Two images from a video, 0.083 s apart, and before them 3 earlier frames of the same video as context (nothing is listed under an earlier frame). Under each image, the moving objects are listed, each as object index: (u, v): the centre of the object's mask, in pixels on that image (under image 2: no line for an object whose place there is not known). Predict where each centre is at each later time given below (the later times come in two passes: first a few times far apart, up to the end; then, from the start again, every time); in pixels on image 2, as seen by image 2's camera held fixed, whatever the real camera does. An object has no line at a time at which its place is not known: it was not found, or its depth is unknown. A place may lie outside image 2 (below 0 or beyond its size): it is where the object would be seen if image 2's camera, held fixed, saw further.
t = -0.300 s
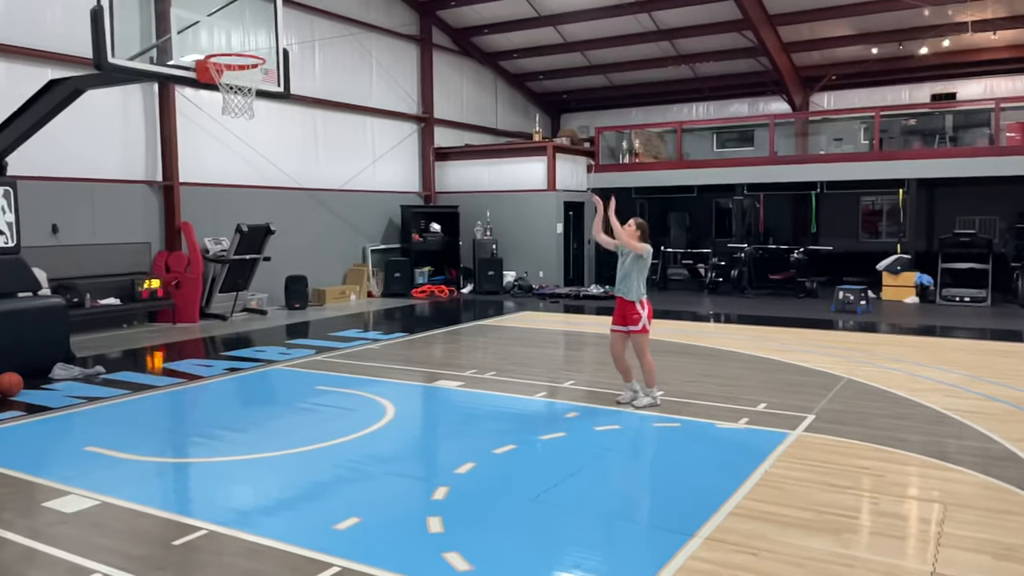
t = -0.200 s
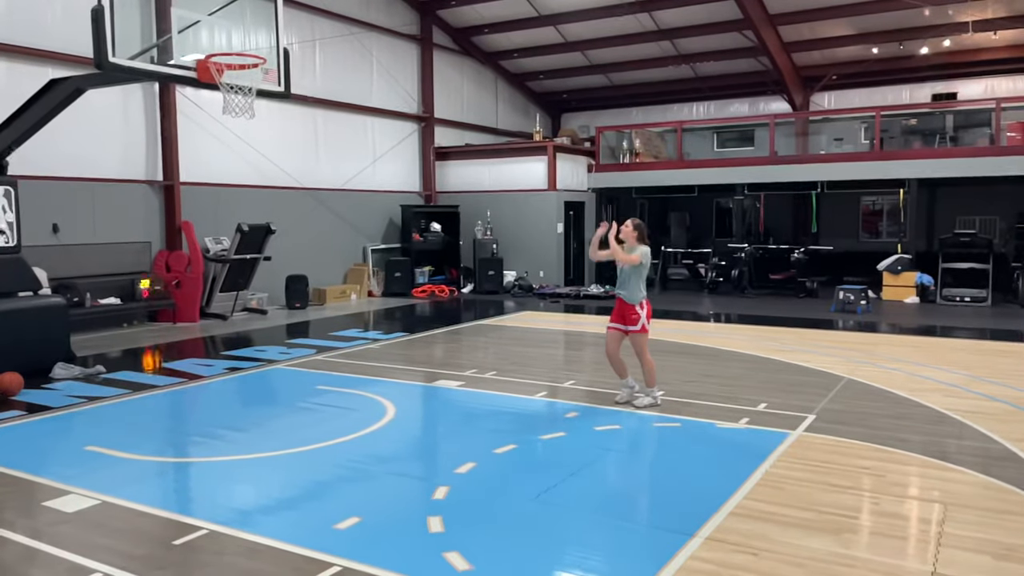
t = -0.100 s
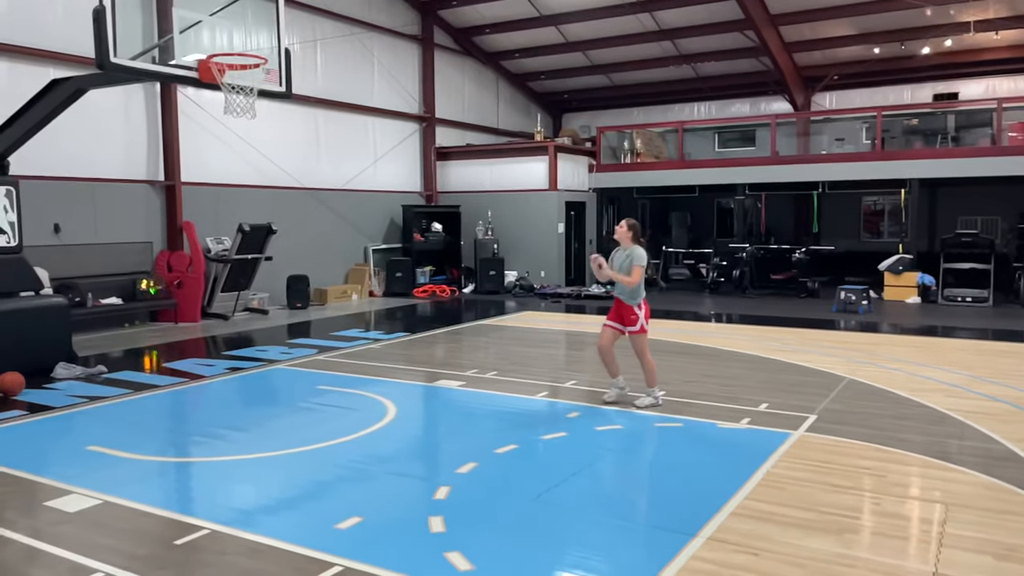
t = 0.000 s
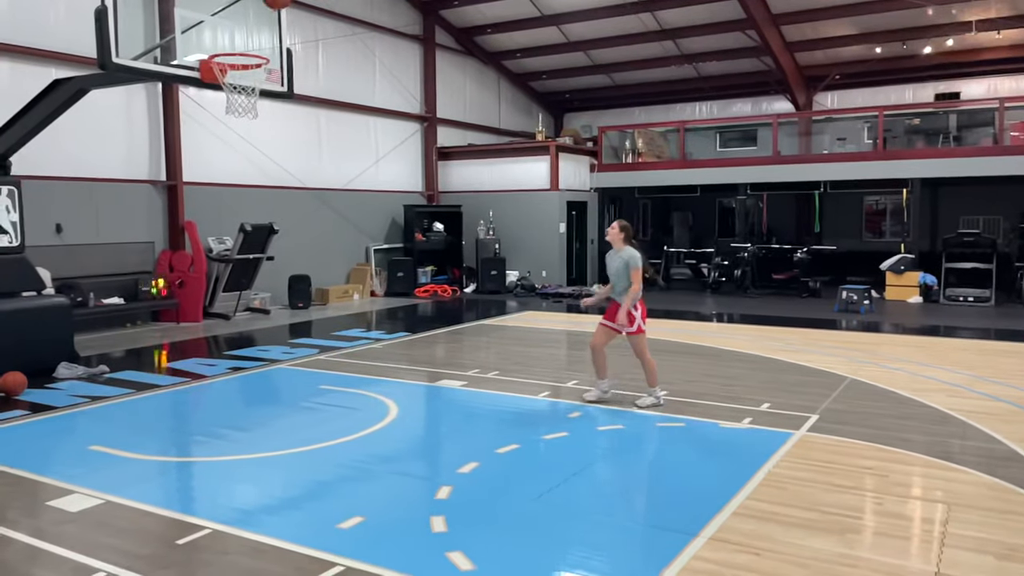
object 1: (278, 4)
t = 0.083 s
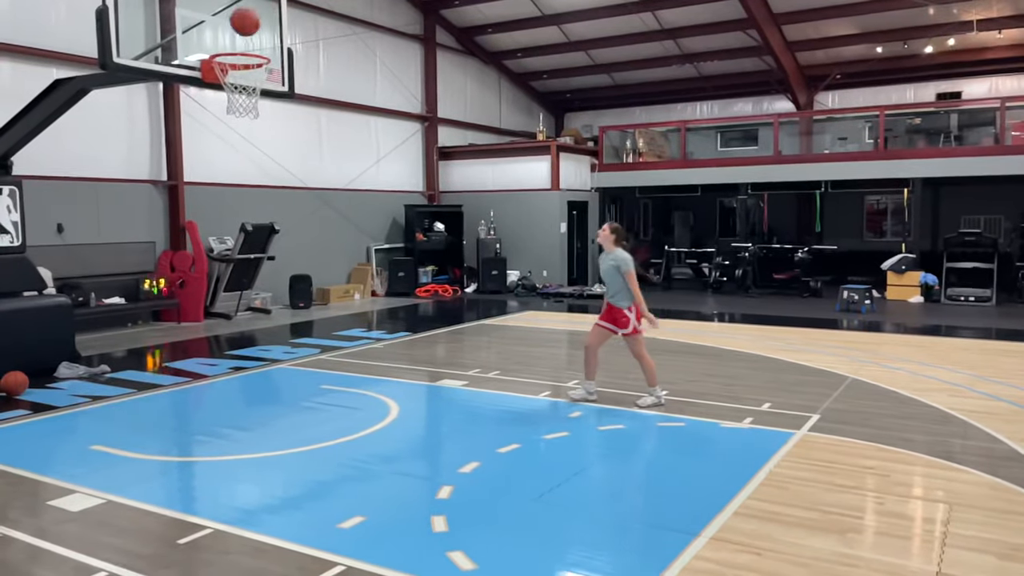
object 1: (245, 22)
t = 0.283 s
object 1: (239, 32)
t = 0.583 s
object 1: (292, 58)
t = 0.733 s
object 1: (324, 99)
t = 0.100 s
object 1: (238, 27)
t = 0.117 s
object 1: (231, 34)
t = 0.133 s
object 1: (225, 41)
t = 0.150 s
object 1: (222, 43)
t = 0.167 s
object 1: (224, 41)
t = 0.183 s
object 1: (226, 40)
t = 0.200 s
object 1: (228, 38)
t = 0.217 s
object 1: (231, 36)
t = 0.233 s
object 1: (233, 35)
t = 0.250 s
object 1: (235, 33)
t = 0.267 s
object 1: (237, 33)
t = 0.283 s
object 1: (239, 32)
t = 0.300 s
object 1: (241, 32)
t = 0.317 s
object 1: (243, 33)
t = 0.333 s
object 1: (245, 33)
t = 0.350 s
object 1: (247, 34)
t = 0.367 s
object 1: (249, 35)
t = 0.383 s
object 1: (251, 37)
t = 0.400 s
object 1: (253, 38)
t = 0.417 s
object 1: (256, 39)
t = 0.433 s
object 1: (260, 39)
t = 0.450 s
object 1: (263, 40)
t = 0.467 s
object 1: (267, 42)
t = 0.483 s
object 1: (271, 43)
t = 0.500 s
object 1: (274, 45)
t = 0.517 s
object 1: (278, 47)
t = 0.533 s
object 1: (282, 49)
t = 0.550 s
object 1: (285, 52)
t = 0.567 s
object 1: (289, 55)
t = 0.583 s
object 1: (292, 58)
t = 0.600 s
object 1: (295, 61)
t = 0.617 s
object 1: (300, 65)
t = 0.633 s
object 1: (303, 69)
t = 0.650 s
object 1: (306, 74)
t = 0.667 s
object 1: (309, 78)
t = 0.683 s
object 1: (313, 83)
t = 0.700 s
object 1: (317, 88)
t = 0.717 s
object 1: (320, 93)
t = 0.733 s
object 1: (324, 99)
